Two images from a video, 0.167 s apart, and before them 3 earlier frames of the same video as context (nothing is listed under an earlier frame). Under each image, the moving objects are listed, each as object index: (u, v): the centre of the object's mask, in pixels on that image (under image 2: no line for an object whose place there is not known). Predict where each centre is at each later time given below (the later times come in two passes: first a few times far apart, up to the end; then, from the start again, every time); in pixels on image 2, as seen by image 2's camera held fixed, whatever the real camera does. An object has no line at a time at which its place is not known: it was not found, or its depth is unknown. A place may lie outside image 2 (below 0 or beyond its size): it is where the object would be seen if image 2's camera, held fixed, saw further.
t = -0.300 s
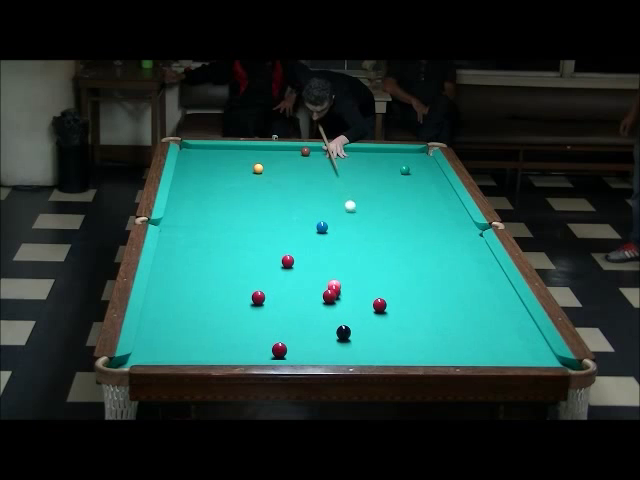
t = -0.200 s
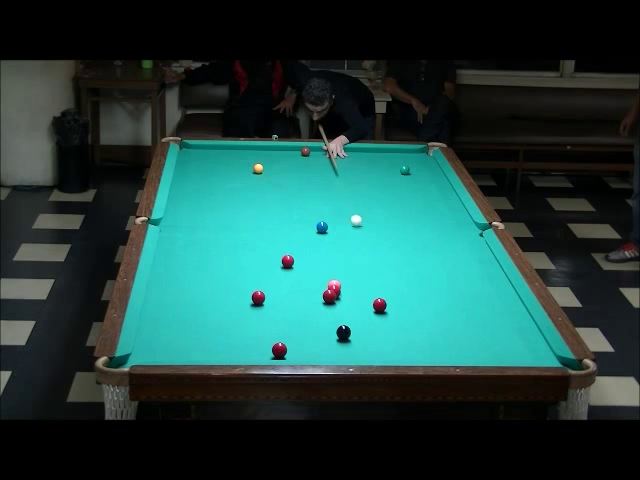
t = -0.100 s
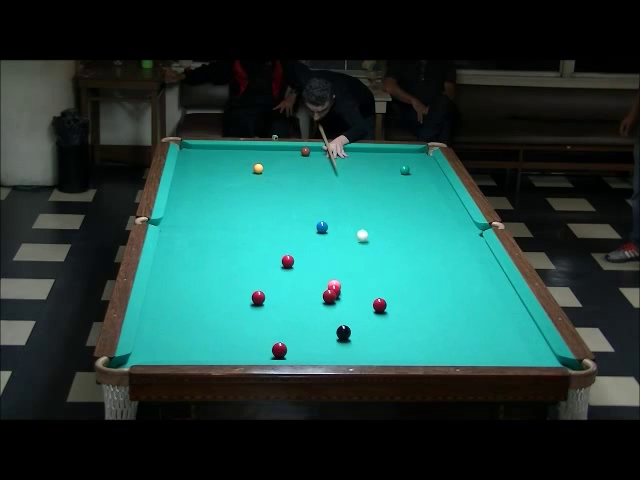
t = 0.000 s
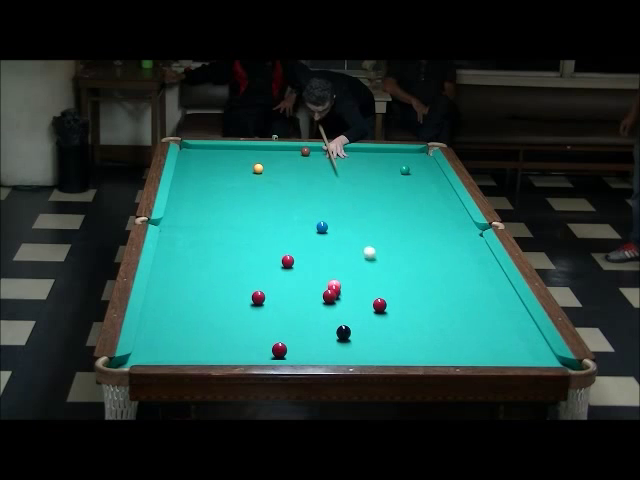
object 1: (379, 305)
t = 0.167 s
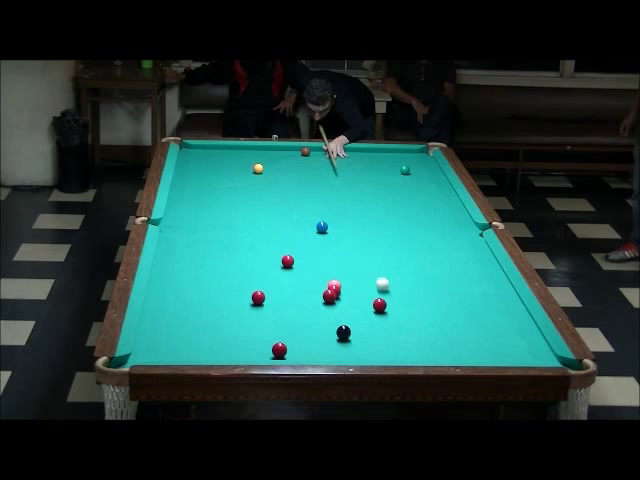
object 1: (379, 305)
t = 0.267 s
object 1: (376, 306)
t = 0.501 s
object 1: (337, 318)
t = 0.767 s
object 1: (295, 331)
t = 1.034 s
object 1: (253, 344)
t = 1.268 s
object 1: (215, 354)
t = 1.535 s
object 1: (185, 352)
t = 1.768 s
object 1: (164, 346)
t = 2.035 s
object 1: (143, 339)
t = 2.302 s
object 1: (156, 334)
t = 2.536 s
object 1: (167, 330)
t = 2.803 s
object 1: (178, 326)
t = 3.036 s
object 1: (186, 323)
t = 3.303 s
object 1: (194, 320)
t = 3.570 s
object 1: (200, 318)
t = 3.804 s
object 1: (204, 317)
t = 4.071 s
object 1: (206, 316)
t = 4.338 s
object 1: (207, 316)
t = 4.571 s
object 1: (207, 316)
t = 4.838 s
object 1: (207, 316)
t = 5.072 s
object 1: (207, 316)
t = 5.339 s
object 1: (207, 316)
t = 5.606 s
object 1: (207, 316)
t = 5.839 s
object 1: (207, 316)
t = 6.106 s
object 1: (207, 317)
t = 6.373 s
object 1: (207, 317)
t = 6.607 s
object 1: (207, 317)
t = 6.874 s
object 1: (207, 317)
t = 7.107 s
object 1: (207, 317)
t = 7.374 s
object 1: (207, 317)
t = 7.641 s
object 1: (207, 317)
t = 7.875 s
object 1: (207, 317)
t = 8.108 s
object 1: (207, 317)
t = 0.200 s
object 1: (379, 305)
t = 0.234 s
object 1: (379, 305)
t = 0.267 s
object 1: (376, 306)
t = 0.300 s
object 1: (369, 308)
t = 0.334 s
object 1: (363, 310)
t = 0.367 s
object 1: (358, 311)
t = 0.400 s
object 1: (353, 313)
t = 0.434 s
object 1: (348, 315)
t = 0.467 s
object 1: (343, 316)
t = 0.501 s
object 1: (337, 318)
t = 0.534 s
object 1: (332, 319)
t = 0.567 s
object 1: (327, 321)
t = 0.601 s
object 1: (322, 323)
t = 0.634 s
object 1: (317, 325)
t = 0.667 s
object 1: (311, 326)
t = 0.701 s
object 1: (306, 328)
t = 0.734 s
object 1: (301, 329)
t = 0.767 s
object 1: (295, 331)
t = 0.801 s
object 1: (290, 333)
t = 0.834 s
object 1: (285, 334)
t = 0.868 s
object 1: (279, 336)
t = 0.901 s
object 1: (274, 337)
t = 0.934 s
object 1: (268, 339)
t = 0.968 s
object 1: (263, 341)
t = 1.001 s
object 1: (258, 343)
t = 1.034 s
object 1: (253, 344)
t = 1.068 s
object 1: (247, 346)
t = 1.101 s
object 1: (242, 348)
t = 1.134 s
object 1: (237, 349)
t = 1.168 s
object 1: (231, 351)
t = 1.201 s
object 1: (226, 352)
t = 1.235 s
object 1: (221, 353)
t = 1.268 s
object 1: (215, 354)
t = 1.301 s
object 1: (210, 354)
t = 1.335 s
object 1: (204, 355)
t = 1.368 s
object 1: (200, 356)
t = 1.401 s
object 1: (197, 355)
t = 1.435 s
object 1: (194, 354)
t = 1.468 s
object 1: (191, 354)
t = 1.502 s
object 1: (188, 353)
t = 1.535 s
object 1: (185, 352)
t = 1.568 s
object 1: (182, 352)
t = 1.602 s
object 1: (179, 351)
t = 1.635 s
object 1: (176, 350)
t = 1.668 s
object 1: (173, 350)
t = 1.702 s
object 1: (170, 349)
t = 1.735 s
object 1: (167, 348)
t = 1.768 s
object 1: (164, 346)
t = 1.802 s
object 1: (162, 346)
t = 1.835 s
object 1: (159, 344)
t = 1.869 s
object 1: (156, 343)
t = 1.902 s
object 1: (153, 343)
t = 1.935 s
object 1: (151, 342)
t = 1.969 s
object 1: (148, 341)
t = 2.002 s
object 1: (146, 340)
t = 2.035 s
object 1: (143, 339)
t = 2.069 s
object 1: (143, 338)
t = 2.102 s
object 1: (145, 338)
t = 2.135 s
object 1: (147, 337)
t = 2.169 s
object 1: (148, 336)
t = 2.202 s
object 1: (150, 335)
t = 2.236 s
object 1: (152, 335)
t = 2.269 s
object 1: (154, 334)
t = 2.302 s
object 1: (156, 334)
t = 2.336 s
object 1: (157, 333)
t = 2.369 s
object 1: (159, 332)
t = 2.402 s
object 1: (161, 332)
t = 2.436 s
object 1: (162, 331)
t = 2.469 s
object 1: (164, 331)
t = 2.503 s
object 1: (165, 330)
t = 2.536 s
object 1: (167, 330)
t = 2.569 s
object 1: (169, 329)
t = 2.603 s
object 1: (170, 328)
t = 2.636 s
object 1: (171, 328)
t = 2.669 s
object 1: (173, 327)
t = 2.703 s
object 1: (174, 327)
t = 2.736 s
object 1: (176, 327)
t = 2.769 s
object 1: (177, 326)
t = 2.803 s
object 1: (178, 326)
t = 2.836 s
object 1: (179, 325)
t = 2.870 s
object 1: (181, 325)
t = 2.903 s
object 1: (182, 325)
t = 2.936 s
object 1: (183, 324)
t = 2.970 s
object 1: (184, 324)
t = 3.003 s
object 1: (185, 323)
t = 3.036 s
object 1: (186, 323)
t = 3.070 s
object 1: (188, 322)
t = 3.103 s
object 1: (189, 322)
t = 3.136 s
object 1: (190, 322)
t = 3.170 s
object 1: (191, 322)
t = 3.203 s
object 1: (192, 321)
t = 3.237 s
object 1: (192, 321)
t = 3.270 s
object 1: (194, 320)
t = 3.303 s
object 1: (194, 320)
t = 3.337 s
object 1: (195, 320)
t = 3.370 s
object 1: (196, 320)
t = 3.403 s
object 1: (197, 319)
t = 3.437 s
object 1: (197, 319)
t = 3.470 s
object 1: (198, 319)
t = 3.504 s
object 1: (199, 319)
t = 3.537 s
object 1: (200, 319)
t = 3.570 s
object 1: (200, 318)
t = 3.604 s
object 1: (201, 318)
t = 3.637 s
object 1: (202, 318)
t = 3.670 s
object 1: (202, 318)
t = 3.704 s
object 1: (203, 318)
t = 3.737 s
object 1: (203, 318)
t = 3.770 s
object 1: (204, 317)
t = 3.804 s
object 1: (204, 317)
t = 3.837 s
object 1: (204, 317)
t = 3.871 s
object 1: (204, 317)
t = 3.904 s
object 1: (205, 317)
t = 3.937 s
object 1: (205, 317)
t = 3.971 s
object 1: (205, 317)
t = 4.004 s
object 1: (206, 317)
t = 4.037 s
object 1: (206, 316)
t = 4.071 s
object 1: (206, 316)
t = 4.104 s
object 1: (206, 317)
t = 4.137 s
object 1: (207, 316)
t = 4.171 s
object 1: (207, 316)
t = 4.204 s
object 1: (207, 316)
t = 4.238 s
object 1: (207, 316)
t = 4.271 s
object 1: (207, 316)
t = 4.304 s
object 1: (207, 316)
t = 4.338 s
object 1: (207, 316)
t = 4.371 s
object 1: (207, 316)
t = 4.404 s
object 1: (207, 316)
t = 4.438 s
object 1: (207, 316)
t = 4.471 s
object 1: (207, 316)
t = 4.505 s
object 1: (207, 316)
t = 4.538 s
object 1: (207, 316)
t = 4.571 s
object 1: (207, 316)
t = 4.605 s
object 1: (207, 316)
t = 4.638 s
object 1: (207, 316)
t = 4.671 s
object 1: (207, 316)
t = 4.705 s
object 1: (207, 316)
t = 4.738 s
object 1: (207, 316)
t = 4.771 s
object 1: (207, 316)
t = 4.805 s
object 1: (207, 316)
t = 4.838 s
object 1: (207, 316)
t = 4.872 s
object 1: (207, 316)
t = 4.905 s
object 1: (207, 316)
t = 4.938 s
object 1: (207, 316)
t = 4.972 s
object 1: (207, 316)
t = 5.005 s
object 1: (207, 316)
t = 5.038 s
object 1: (207, 316)
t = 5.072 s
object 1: (207, 316)
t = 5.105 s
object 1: (207, 316)
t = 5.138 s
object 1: (207, 316)
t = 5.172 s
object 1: (207, 316)
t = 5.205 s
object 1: (207, 316)
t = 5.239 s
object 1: (207, 316)
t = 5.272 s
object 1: (207, 316)
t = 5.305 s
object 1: (207, 316)
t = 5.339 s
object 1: (207, 316)
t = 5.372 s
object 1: (207, 316)
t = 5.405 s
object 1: (207, 317)
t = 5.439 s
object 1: (207, 317)
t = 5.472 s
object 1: (207, 317)
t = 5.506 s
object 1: (207, 316)
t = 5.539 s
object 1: (207, 316)
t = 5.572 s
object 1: (207, 316)
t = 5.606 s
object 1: (207, 316)
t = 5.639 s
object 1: (207, 316)
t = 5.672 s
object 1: (207, 316)
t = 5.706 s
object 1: (207, 316)
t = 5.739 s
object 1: (207, 316)
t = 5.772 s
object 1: (207, 316)
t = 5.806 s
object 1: (207, 316)
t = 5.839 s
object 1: (207, 316)
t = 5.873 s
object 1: (207, 317)
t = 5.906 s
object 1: (207, 317)
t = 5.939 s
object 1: (207, 316)
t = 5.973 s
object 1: (207, 316)
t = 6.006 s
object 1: (207, 317)
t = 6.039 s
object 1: (207, 316)
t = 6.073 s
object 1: (207, 317)
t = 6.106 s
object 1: (207, 317)
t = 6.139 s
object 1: (207, 317)
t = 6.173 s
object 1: (207, 317)
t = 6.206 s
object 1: (207, 317)
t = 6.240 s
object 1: (207, 317)
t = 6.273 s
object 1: (207, 317)
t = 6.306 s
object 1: (207, 317)
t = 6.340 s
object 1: (207, 317)
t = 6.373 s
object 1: (207, 317)
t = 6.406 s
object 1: (207, 317)
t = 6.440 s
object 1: (207, 317)
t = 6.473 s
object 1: (207, 317)
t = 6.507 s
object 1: (207, 317)
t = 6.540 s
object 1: (207, 317)
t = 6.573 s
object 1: (207, 317)
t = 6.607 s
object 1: (207, 317)
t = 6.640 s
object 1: (207, 317)
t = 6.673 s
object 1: (207, 317)
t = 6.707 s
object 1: (207, 317)
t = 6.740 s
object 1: (207, 317)
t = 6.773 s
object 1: (207, 317)
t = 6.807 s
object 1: (207, 317)
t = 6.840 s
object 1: (207, 317)
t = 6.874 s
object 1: (207, 317)
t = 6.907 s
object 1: (207, 317)
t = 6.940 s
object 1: (207, 317)
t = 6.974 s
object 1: (207, 317)
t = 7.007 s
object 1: (207, 317)
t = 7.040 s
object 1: (207, 317)
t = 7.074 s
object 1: (207, 317)
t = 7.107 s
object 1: (207, 317)
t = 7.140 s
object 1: (207, 317)
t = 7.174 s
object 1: (207, 317)
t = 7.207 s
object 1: (207, 317)
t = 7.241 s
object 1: (207, 317)
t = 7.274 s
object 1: (207, 317)
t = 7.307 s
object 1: (207, 317)
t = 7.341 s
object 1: (207, 317)
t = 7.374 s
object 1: (207, 317)
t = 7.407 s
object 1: (207, 317)
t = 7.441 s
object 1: (207, 317)
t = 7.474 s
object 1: (207, 317)
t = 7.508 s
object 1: (207, 317)
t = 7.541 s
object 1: (207, 317)
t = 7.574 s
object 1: (207, 317)
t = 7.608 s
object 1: (207, 317)
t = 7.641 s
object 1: (207, 317)
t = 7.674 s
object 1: (207, 317)
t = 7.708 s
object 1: (207, 317)
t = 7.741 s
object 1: (207, 317)
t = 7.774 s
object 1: (207, 317)
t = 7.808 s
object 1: (207, 317)
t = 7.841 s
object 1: (207, 317)
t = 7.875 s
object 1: (207, 317)
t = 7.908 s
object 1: (207, 317)
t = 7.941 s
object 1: (207, 317)
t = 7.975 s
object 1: (207, 317)
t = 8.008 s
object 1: (207, 317)
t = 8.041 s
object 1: (207, 317)
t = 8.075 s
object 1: (207, 317)
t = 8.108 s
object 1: (207, 317)
